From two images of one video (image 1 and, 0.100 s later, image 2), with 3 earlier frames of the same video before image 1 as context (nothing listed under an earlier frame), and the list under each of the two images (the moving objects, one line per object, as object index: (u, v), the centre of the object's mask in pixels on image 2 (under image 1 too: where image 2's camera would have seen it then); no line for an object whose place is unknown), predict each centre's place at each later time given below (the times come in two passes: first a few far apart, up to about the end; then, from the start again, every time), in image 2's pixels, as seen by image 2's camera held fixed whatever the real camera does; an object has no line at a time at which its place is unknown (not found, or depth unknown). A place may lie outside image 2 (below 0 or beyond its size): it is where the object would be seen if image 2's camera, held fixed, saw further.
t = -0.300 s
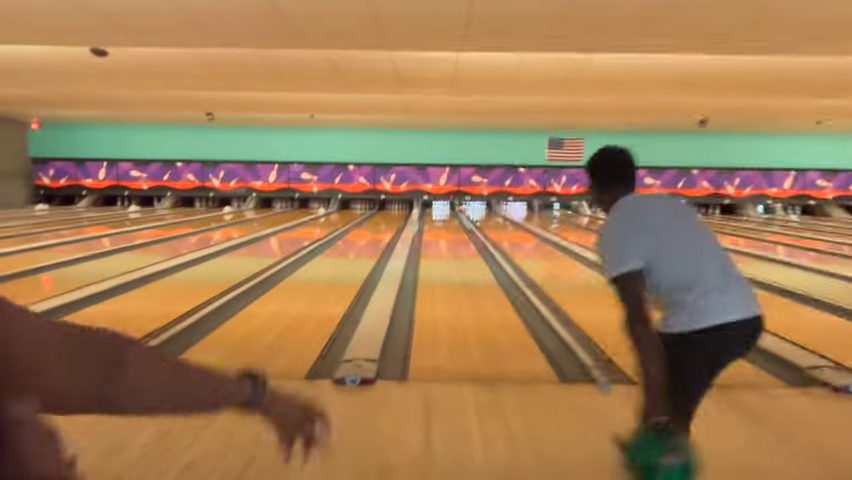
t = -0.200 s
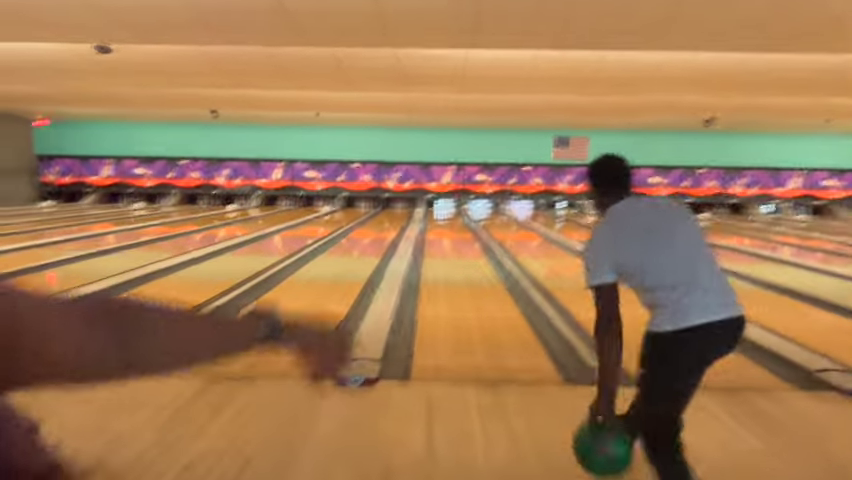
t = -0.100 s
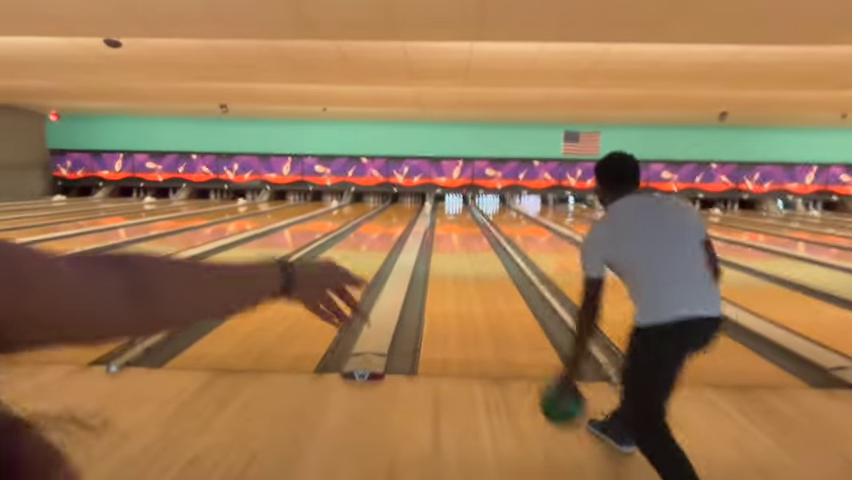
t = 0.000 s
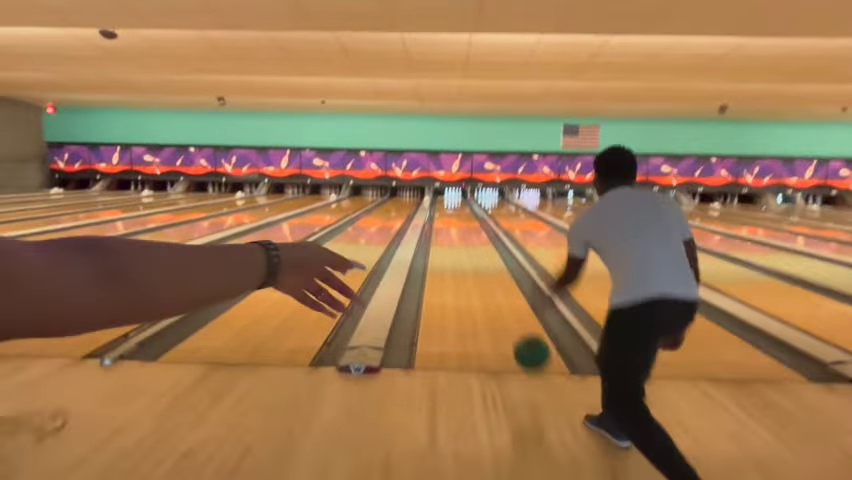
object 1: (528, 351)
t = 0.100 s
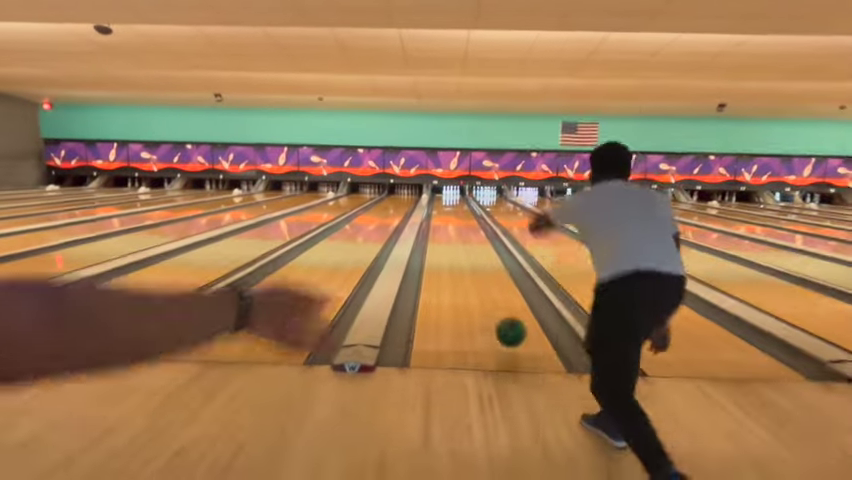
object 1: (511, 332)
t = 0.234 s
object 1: (496, 307)
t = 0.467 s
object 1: (480, 271)
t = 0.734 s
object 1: (471, 246)
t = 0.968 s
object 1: (466, 233)
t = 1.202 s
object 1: (462, 223)
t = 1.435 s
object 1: (459, 216)
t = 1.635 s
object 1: (457, 211)
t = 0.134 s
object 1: (506, 330)
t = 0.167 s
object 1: (502, 322)
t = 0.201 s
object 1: (498, 313)
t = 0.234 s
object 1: (496, 307)
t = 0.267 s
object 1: (493, 301)
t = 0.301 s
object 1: (490, 295)
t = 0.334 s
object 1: (487, 289)
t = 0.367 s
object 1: (485, 284)
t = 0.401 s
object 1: (483, 279)
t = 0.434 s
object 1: (481, 274)
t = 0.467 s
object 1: (480, 271)
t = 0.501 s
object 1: (479, 267)
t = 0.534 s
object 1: (477, 264)
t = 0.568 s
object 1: (476, 260)
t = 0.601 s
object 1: (474, 257)
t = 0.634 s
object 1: (473, 254)
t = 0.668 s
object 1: (472, 252)
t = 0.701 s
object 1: (471, 249)
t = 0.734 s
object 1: (471, 246)
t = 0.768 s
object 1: (470, 244)
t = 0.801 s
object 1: (469, 242)
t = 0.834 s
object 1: (468, 240)
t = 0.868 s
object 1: (468, 238)
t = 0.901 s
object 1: (467, 236)
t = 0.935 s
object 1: (466, 234)
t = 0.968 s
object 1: (466, 233)
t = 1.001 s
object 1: (466, 232)
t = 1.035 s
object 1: (465, 230)
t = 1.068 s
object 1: (464, 229)
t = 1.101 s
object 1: (464, 227)
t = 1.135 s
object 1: (463, 226)
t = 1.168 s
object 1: (463, 224)
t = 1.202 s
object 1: (462, 223)
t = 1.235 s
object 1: (461, 222)
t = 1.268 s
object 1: (461, 221)
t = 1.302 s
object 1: (461, 220)
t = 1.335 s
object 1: (460, 219)
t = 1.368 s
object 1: (460, 218)
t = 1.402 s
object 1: (459, 217)
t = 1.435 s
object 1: (459, 216)
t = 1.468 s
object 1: (459, 215)
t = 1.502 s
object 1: (459, 215)
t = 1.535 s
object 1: (459, 215)
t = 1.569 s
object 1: (457, 213)
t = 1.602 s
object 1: (457, 213)
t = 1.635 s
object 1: (457, 211)
